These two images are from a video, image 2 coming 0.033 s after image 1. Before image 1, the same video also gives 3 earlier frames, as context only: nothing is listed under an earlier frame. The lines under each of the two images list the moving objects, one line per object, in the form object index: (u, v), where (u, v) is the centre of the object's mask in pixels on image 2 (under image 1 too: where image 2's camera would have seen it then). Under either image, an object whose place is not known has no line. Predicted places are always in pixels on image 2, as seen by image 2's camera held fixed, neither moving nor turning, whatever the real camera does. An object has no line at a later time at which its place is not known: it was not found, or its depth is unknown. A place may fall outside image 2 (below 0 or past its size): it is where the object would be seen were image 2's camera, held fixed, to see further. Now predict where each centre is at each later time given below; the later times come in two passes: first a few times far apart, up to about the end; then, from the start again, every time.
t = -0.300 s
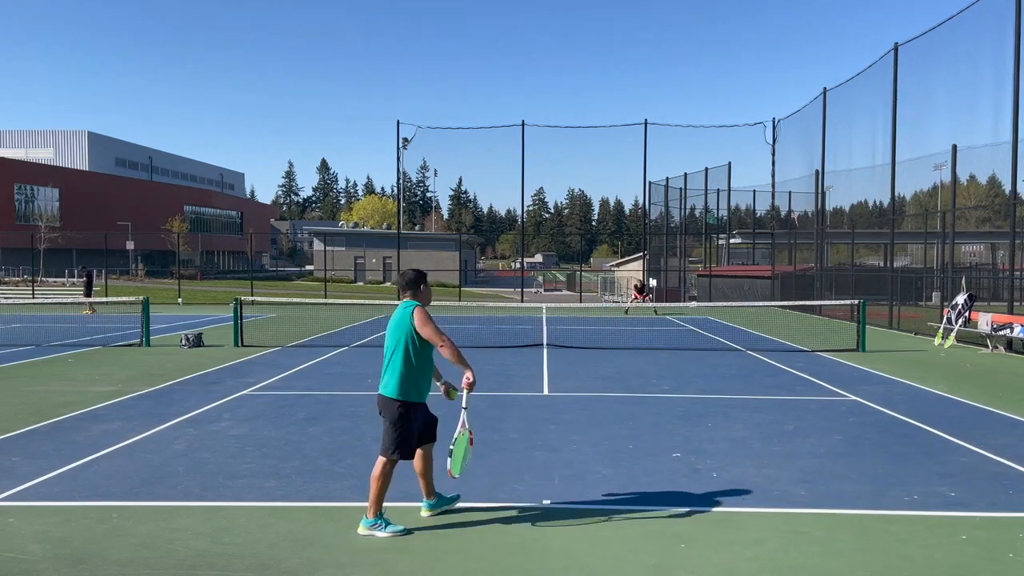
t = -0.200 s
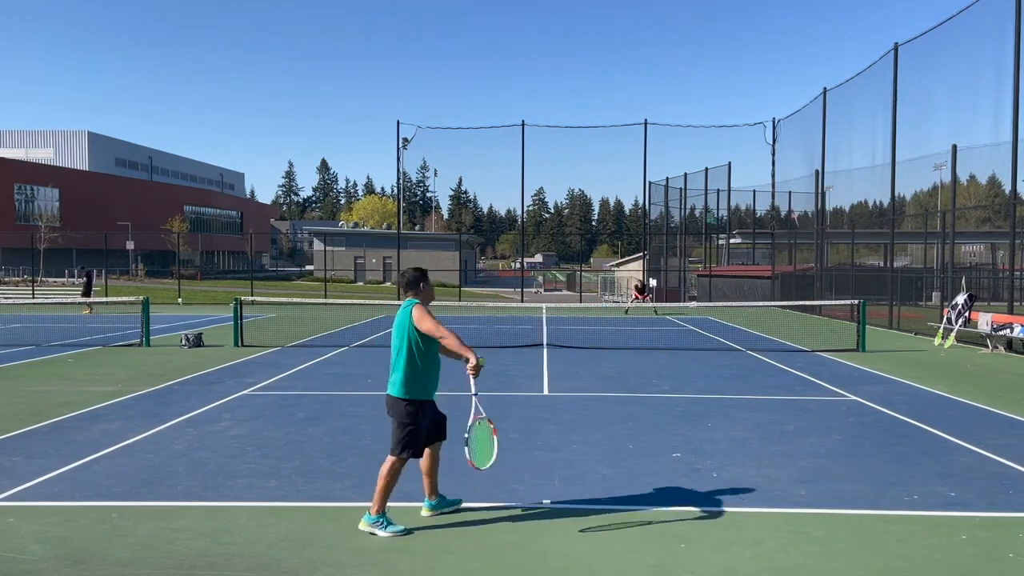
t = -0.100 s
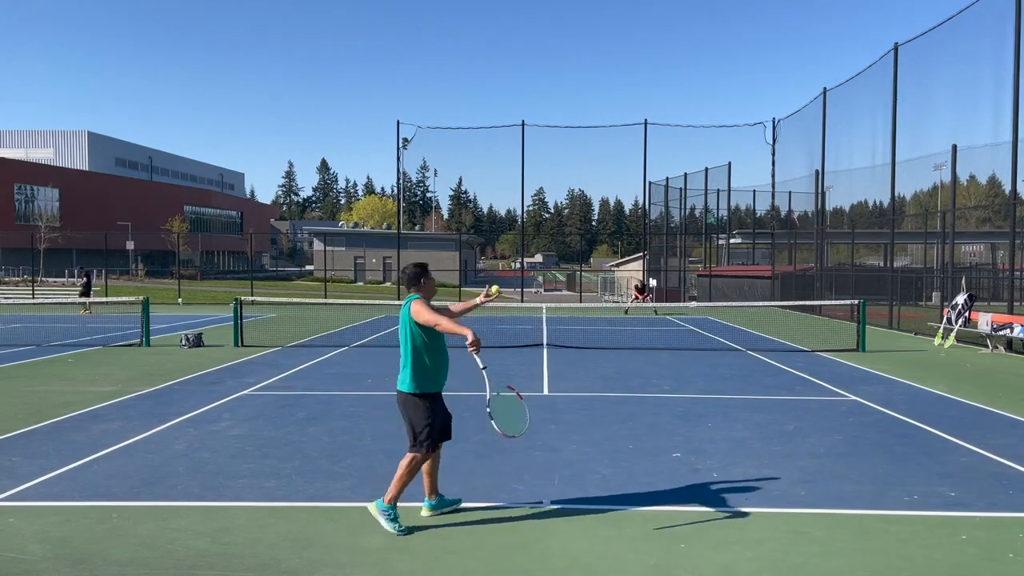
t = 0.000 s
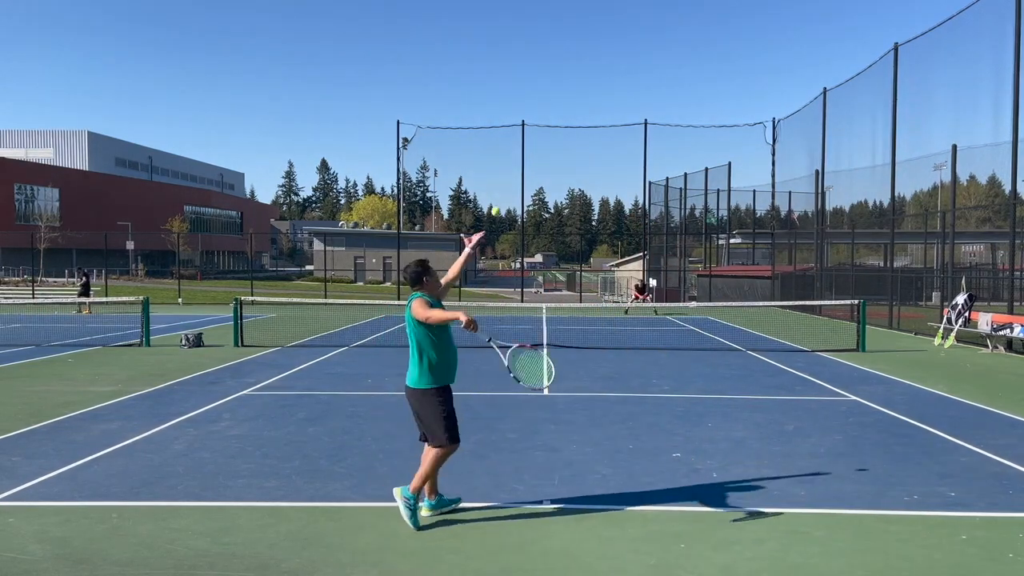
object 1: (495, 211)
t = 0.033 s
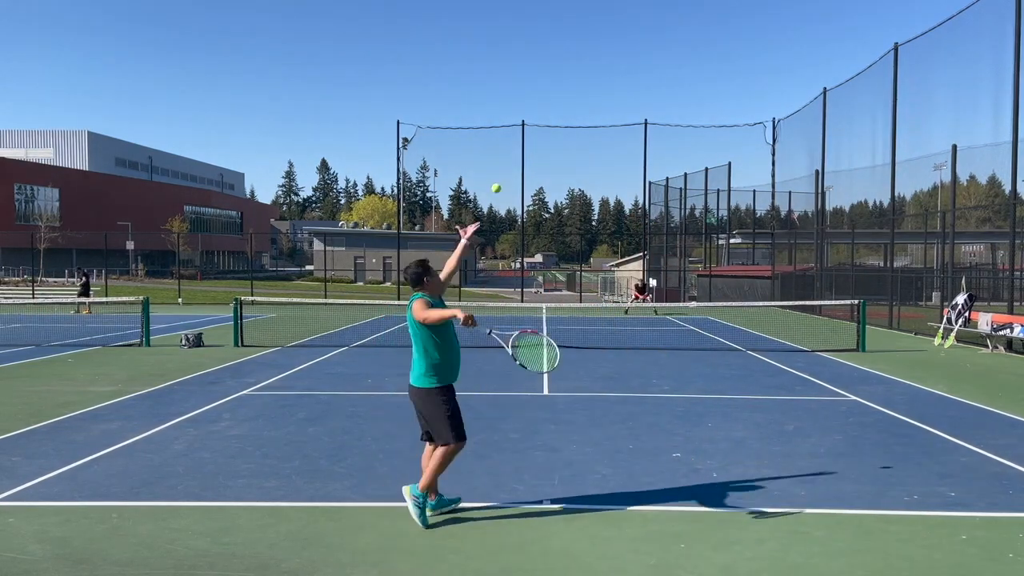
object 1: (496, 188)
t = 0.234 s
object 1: (498, 82)
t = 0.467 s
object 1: (501, 30)
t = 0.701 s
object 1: (505, 52)
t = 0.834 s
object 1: (508, 97)
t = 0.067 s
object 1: (496, 166)
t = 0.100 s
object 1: (497, 146)
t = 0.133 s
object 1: (497, 128)
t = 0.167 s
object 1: (497, 111)
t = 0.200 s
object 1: (498, 96)
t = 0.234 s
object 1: (498, 82)
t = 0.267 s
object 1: (499, 70)
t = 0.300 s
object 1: (499, 60)
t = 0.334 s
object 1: (499, 51)
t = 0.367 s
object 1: (500, 43)
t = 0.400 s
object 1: (500, 37)
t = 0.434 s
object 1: (501, 33)
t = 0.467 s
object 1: (501, 30)
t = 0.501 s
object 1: (502, 29)
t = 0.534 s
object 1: (502, 29)
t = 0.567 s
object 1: (503, 31)
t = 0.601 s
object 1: (504, 34)
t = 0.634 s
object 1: (504, 39)
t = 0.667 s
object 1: (505, 44)
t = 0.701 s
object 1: (505, 52)
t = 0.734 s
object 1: (506, 61)
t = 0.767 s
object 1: (506, 72)
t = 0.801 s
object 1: (507, 83)
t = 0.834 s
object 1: (508, 97)
